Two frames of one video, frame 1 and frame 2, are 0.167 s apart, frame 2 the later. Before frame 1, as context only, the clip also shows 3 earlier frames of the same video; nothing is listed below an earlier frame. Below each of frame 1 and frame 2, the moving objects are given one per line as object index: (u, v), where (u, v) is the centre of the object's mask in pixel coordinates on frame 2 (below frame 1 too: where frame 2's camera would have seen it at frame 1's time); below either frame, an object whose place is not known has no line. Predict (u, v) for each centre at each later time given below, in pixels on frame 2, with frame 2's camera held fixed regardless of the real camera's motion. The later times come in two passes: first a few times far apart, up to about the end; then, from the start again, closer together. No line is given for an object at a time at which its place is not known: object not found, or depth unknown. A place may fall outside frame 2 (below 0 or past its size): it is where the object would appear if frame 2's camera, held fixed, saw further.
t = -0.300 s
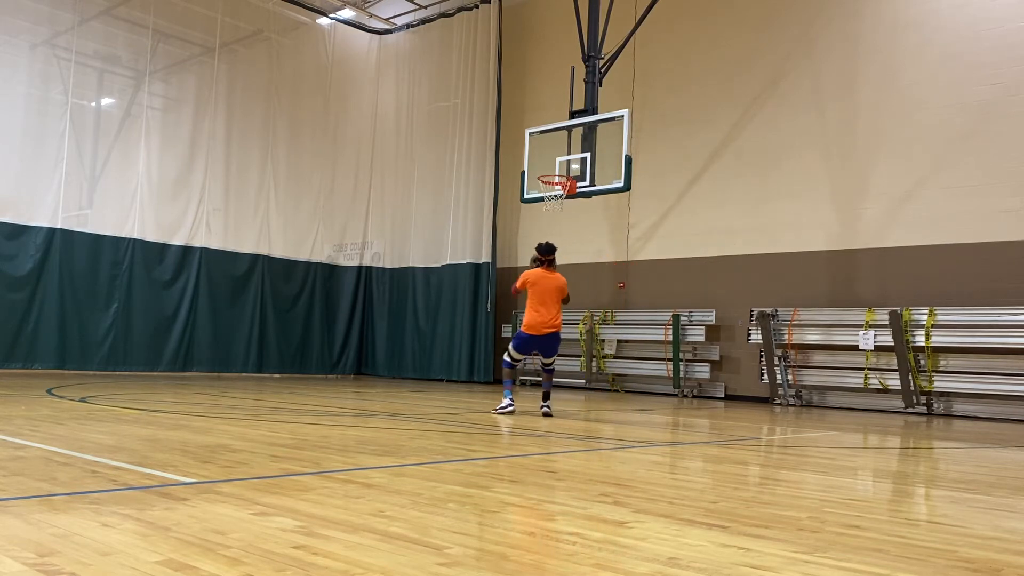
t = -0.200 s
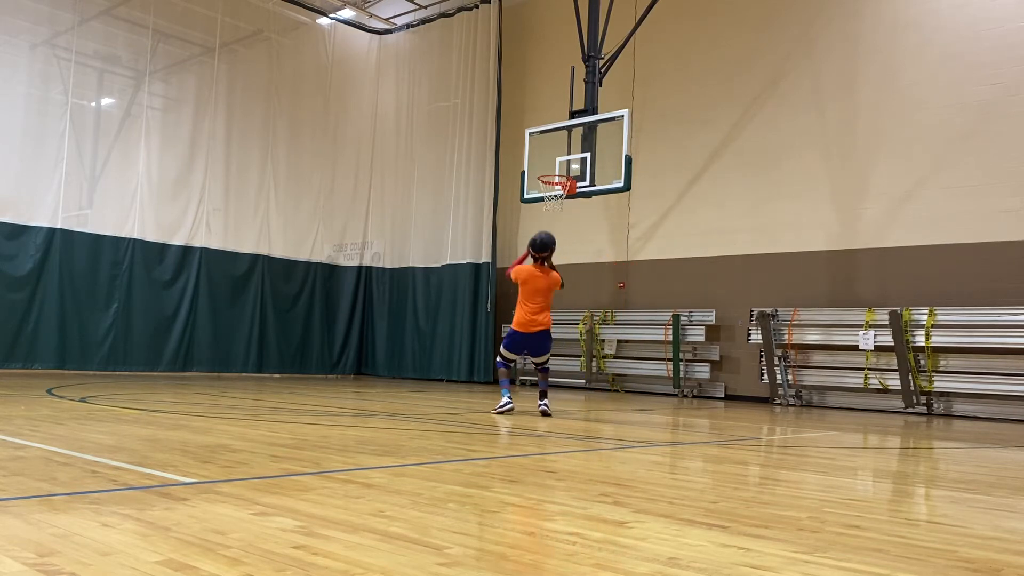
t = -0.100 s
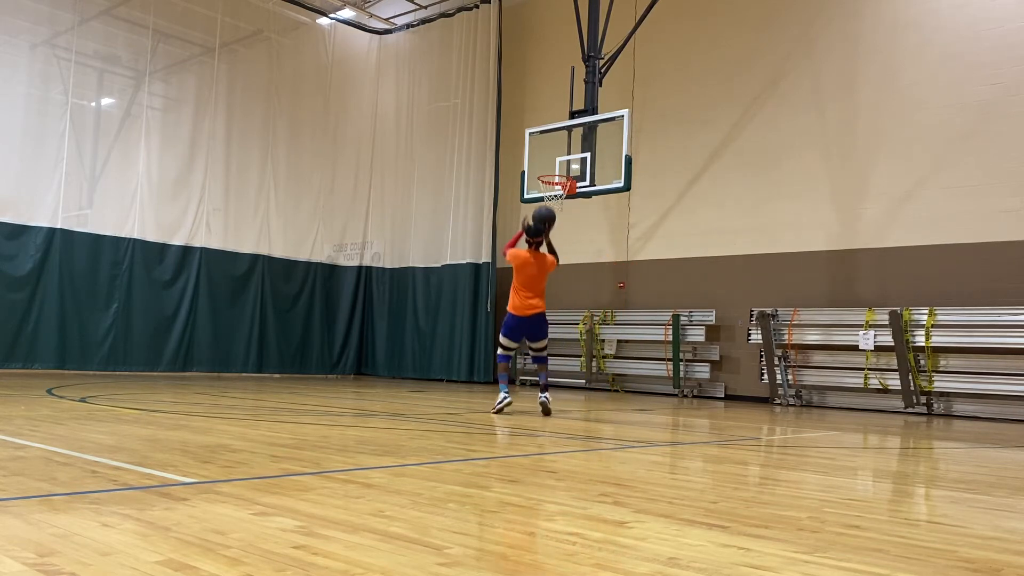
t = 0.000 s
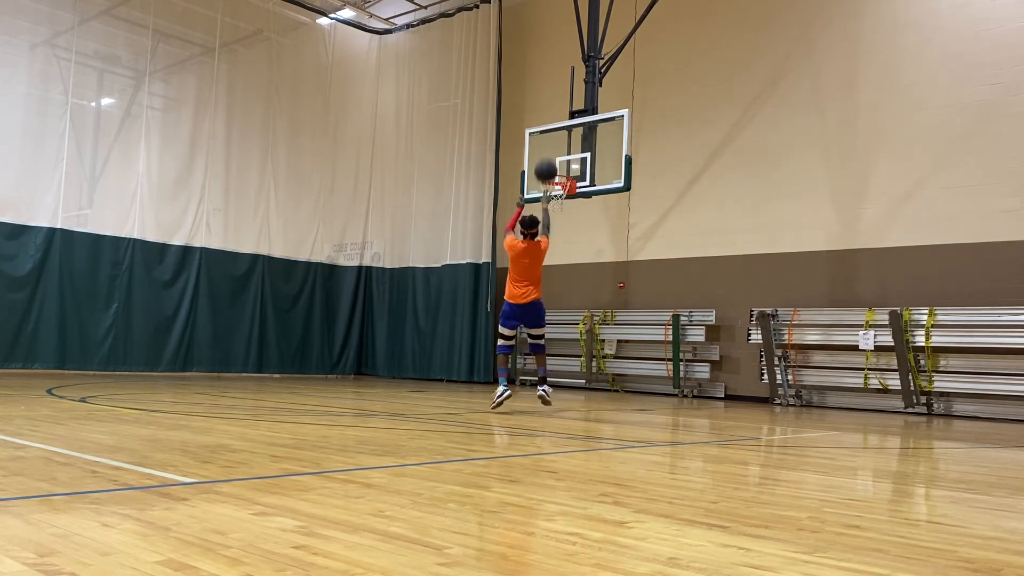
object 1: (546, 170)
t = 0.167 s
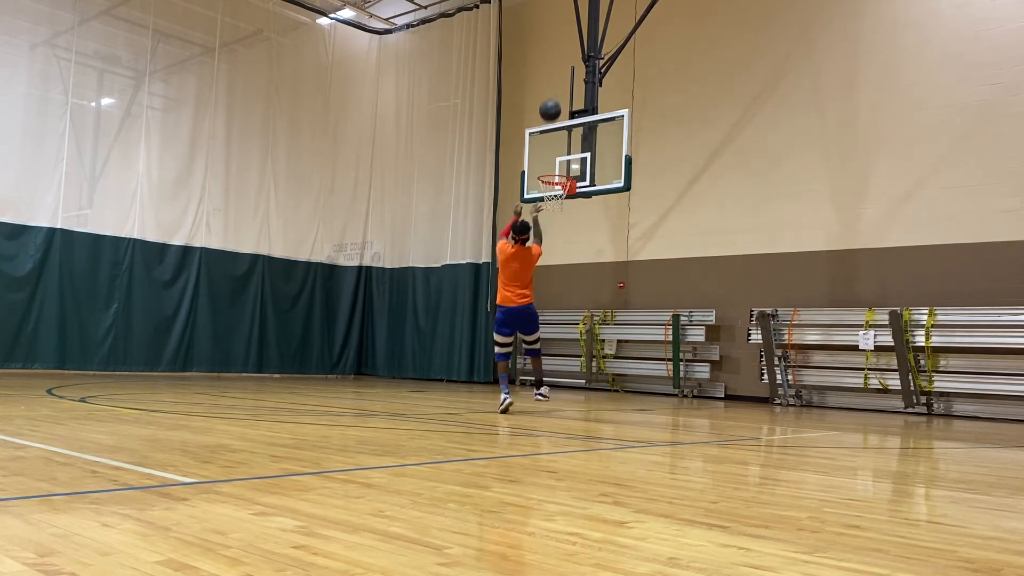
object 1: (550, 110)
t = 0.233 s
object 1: (551, 95)
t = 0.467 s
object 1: (553, 75)
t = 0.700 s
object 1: (553, 98)
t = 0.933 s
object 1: (551, 156)
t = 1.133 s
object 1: (551, 201)
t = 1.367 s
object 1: (559, 234)
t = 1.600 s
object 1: (564, 304)
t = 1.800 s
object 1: (568, 391)
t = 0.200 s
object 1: (550, 102)
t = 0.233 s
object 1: (551, 95)
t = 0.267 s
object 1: (551, 89)
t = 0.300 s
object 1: (552, 84)
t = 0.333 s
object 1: (552, 80)
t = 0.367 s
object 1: (552, 78)
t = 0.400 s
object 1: (552, 76)
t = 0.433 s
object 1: (553, 75)
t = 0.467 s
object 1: (553, 75)
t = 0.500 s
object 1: (553, 76)
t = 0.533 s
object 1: (553, 78)
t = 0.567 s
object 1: (553, 80)
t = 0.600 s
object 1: (553, 84)
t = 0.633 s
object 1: (553, 88)
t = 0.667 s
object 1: (553, 93)
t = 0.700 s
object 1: (553, 98)
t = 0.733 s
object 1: (552, 105)
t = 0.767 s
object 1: (552, 112)
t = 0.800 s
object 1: (552, 119)
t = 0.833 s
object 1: (552, 128)
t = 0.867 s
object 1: (551, 138)
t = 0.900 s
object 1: (551, 146)
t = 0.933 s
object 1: (551, 156)
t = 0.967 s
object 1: (550, 167)
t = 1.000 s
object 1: (550, 179)
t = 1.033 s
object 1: (549, 189)
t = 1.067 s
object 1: (550, 197)
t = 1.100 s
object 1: (550, 199)
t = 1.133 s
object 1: (551, 201)
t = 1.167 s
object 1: (552, 203)
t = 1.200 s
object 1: (554, 207)
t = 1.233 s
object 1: (555, 211)
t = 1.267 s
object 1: (556, 215)
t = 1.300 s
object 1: (557, 221)
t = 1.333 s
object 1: (558, 227)
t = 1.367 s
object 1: (559, 234)
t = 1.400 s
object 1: (560, 242)
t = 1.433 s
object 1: (560, 251)
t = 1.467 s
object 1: (561, 260)
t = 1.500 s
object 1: (562, 270)
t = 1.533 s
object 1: (563, 280)
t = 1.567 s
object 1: (564, 292)
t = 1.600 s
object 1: (564, 304)
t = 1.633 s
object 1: (565, 317)
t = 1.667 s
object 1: (565, 330)
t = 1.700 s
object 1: (566, 345)
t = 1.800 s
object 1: (568, 391)
